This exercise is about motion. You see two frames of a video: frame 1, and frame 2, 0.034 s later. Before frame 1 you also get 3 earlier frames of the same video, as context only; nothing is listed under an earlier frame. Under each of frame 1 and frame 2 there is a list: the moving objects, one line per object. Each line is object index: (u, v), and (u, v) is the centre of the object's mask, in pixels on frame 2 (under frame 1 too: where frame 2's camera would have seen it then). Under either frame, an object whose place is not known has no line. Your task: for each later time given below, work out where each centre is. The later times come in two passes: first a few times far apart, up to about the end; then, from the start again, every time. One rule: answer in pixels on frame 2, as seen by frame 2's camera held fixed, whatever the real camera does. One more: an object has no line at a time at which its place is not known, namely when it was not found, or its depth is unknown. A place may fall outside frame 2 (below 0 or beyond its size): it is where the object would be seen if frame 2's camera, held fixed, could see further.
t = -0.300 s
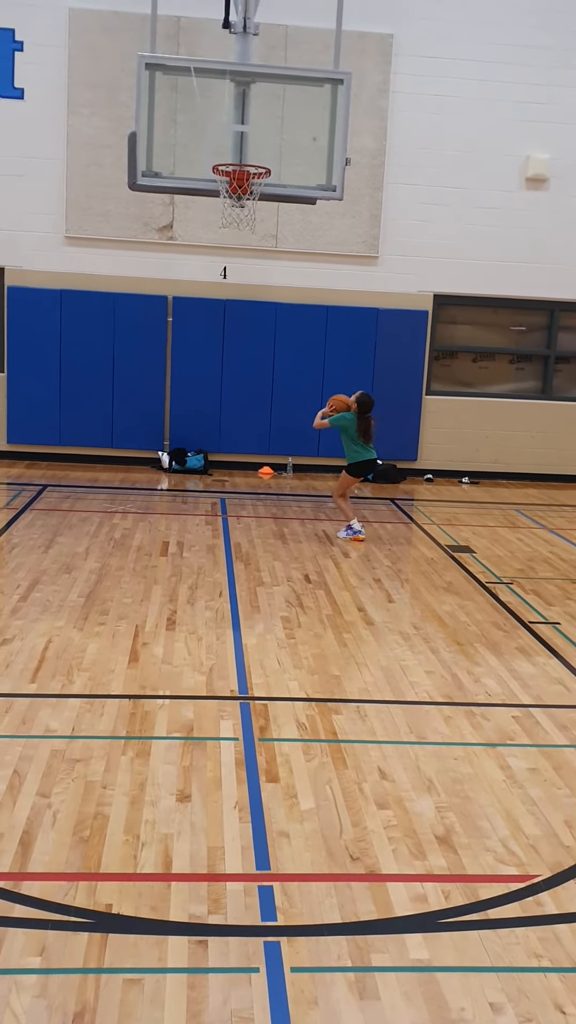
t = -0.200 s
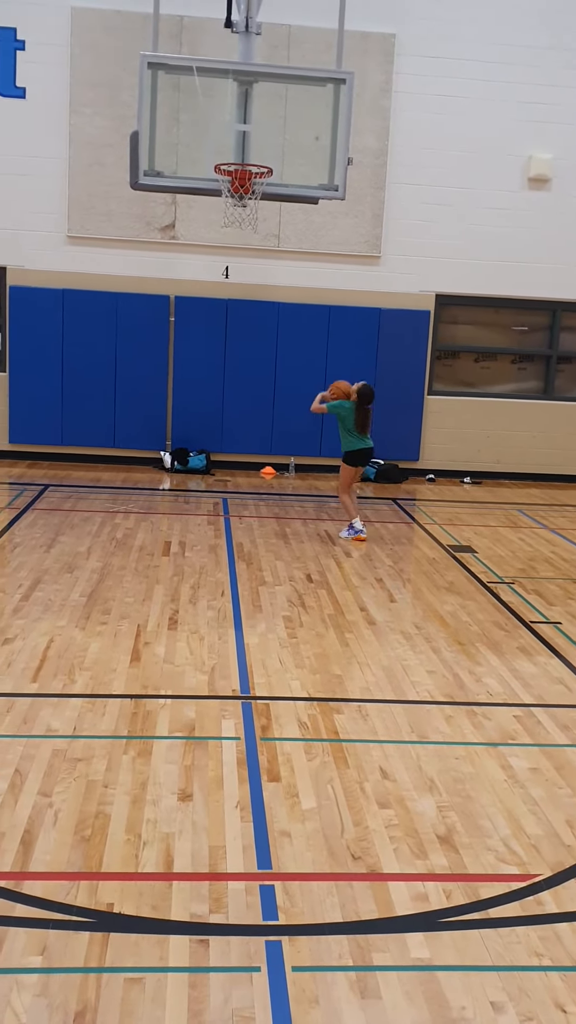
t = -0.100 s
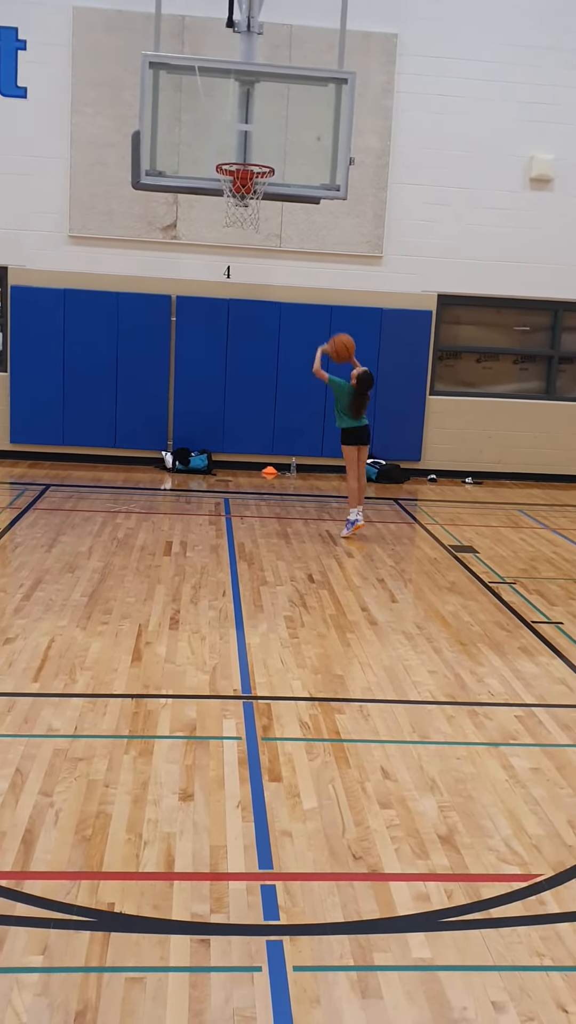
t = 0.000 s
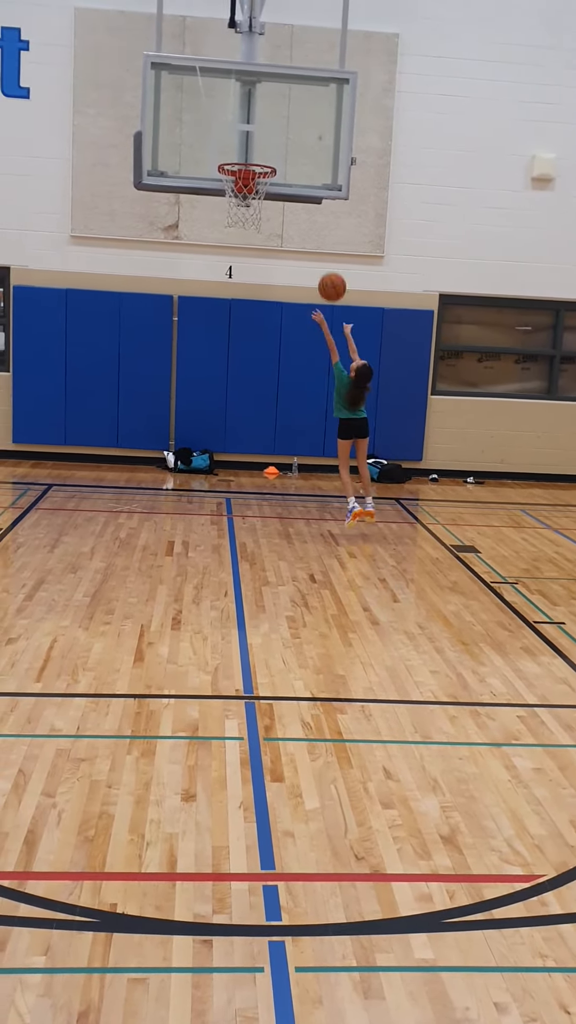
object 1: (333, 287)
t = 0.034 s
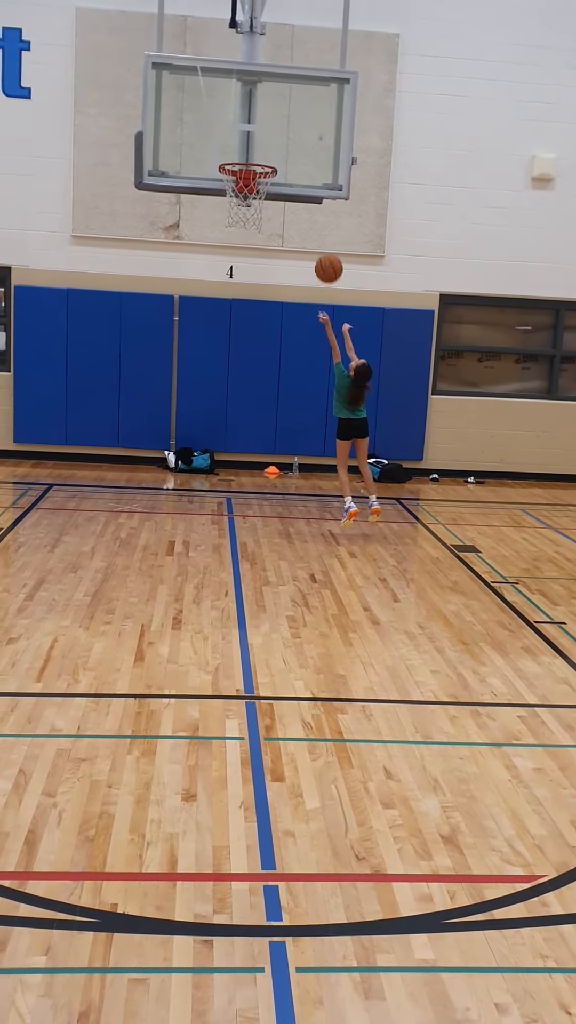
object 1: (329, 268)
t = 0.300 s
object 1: (297, 176)
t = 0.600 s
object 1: (288, 174)
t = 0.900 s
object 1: (312, 262)
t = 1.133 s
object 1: (325, 393)
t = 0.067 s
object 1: (324, 252)
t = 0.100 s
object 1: (320, 237)
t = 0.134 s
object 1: (316, 223)
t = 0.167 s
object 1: (311, 210)
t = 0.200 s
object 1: (307, 199)
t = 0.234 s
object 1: (302, 190)
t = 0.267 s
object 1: (299, 183)
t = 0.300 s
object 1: (297, 176)
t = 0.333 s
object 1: (296, 171)
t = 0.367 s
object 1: (295, 167)
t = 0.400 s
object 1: (293, 165)
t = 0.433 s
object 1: (292, 163)
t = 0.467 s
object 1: (290, 163)
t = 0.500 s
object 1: (288, 164)
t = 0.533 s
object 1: (286, 167)
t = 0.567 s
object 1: (285, 170)
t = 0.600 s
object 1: (288, 174)
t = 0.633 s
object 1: (290, 179)
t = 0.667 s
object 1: (294, 184)
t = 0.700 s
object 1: (297, 192)
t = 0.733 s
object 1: (299, 201)
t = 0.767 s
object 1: (302, 211)
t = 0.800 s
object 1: (304, 222)
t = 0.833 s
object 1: (307, 234)
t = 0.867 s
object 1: (310, 247)
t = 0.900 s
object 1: (312, 262)
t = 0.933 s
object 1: (314, 278)
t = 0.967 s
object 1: (316, 295)
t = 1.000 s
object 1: (318, 313)
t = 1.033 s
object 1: (320, 331)
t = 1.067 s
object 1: (322, 350)
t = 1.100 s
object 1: (323, 372)
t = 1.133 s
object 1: (325, 393)
